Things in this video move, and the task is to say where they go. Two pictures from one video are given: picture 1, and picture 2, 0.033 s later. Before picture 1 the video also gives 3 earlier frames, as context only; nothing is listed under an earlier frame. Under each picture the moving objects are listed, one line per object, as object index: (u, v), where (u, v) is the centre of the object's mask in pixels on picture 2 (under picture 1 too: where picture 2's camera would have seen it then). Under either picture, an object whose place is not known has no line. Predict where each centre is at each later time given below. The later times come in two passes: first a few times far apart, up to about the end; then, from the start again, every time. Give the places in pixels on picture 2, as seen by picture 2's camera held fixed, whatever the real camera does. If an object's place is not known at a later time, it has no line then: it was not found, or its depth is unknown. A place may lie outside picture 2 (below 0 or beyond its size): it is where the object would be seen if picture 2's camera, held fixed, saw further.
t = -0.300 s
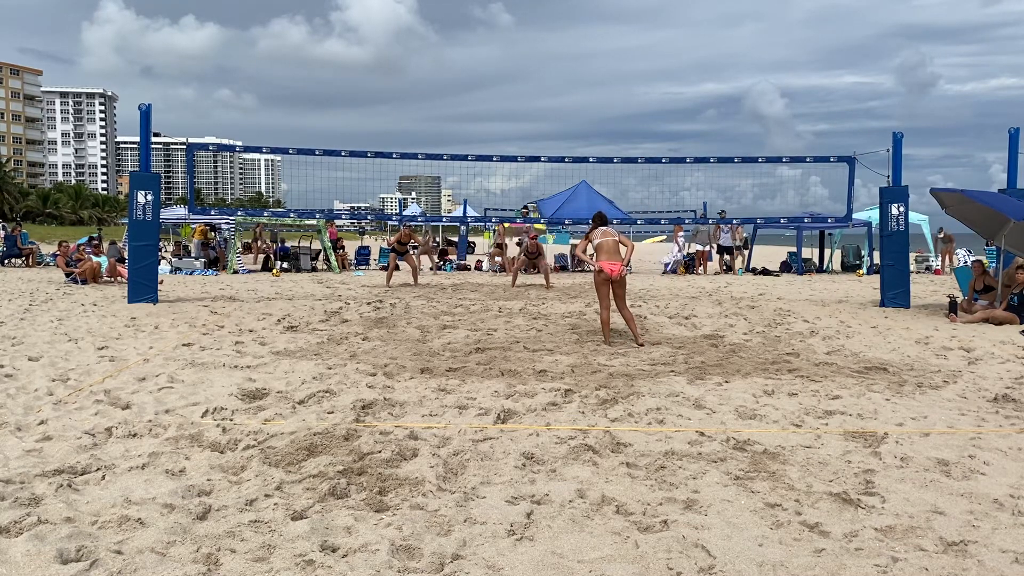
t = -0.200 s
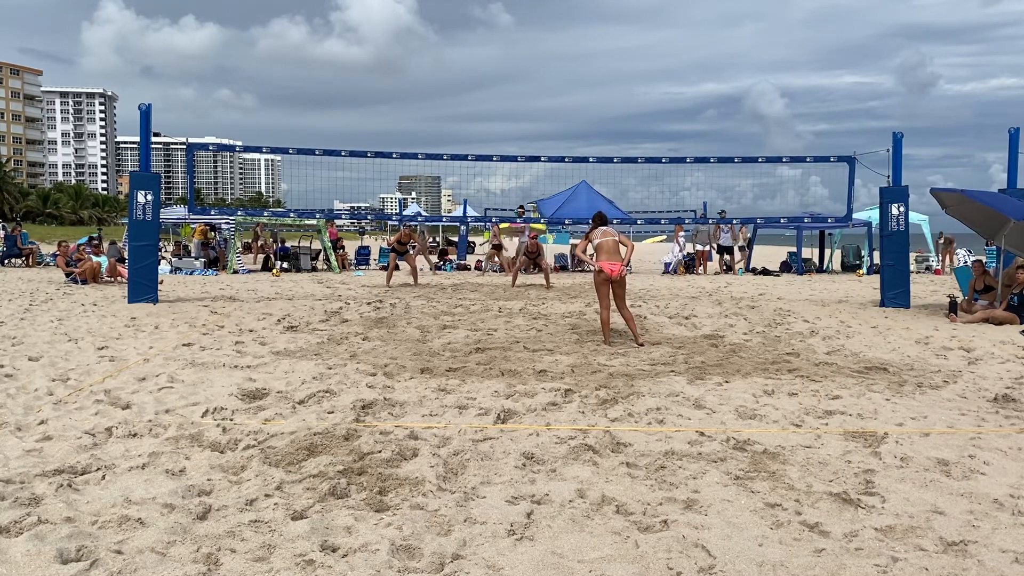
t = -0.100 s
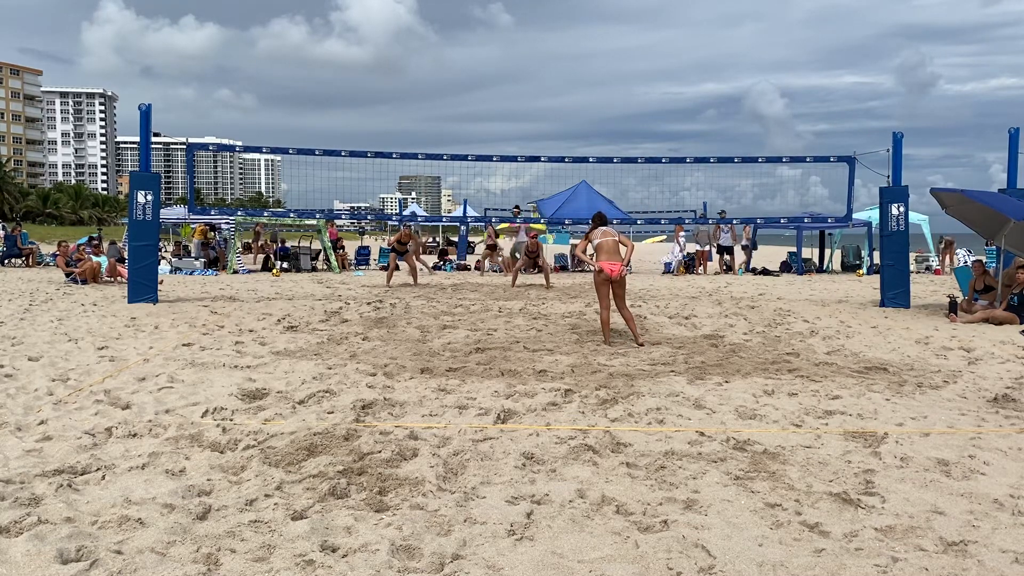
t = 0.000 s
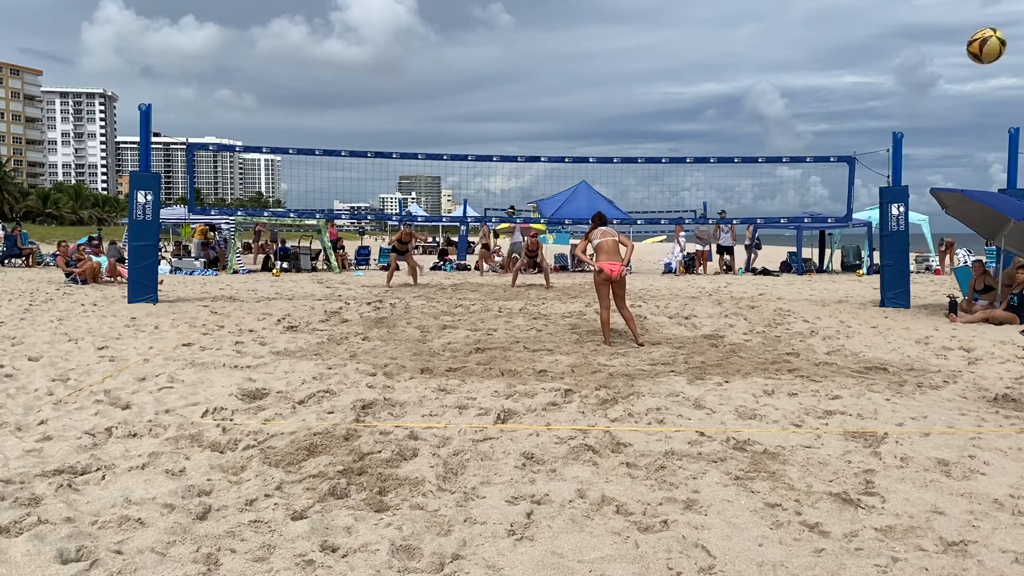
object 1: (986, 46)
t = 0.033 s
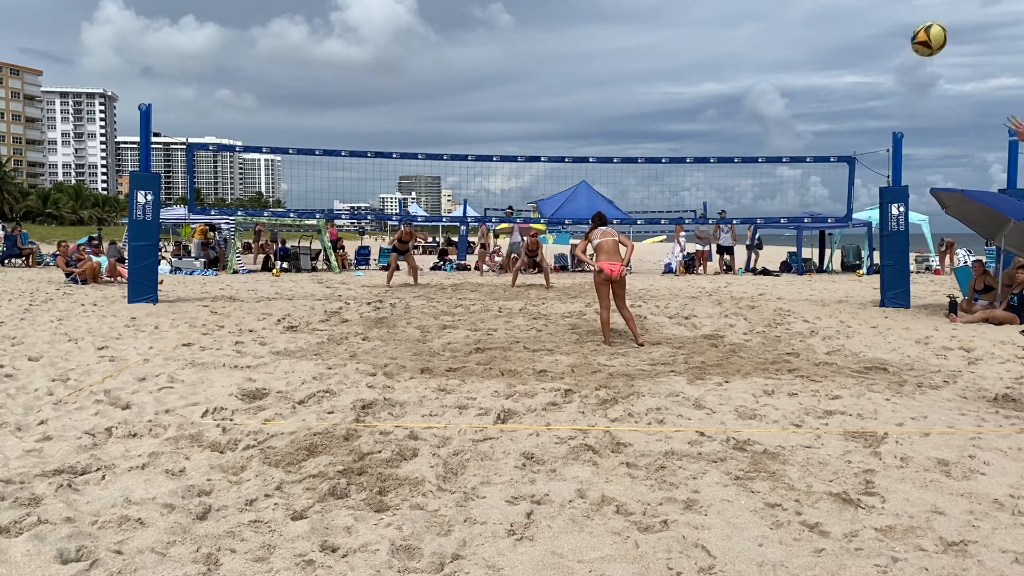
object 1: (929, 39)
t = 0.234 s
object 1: (692, 38)
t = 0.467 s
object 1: (537, 80)
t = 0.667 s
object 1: (452, 134)
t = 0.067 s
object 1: (878, 35)
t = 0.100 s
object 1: (833, 33)
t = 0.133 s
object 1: (792, 32)
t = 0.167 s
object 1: (756, 33)
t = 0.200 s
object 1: (723, 35)
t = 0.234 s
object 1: (692, 38)
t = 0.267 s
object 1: (664, 42)
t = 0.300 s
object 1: (639, 47)
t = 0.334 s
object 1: (615, 53)
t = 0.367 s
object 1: (593, 59)
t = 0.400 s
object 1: (573, 66)
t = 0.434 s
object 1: (554, 72)
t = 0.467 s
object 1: (537, 80)
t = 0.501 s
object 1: (520, 88)
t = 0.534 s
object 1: (505, 97)
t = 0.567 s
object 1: (490, 106)
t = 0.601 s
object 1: (477, 115)
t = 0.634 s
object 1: (464, 124)
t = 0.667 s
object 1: (452, 134)
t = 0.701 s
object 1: (441, 143)
